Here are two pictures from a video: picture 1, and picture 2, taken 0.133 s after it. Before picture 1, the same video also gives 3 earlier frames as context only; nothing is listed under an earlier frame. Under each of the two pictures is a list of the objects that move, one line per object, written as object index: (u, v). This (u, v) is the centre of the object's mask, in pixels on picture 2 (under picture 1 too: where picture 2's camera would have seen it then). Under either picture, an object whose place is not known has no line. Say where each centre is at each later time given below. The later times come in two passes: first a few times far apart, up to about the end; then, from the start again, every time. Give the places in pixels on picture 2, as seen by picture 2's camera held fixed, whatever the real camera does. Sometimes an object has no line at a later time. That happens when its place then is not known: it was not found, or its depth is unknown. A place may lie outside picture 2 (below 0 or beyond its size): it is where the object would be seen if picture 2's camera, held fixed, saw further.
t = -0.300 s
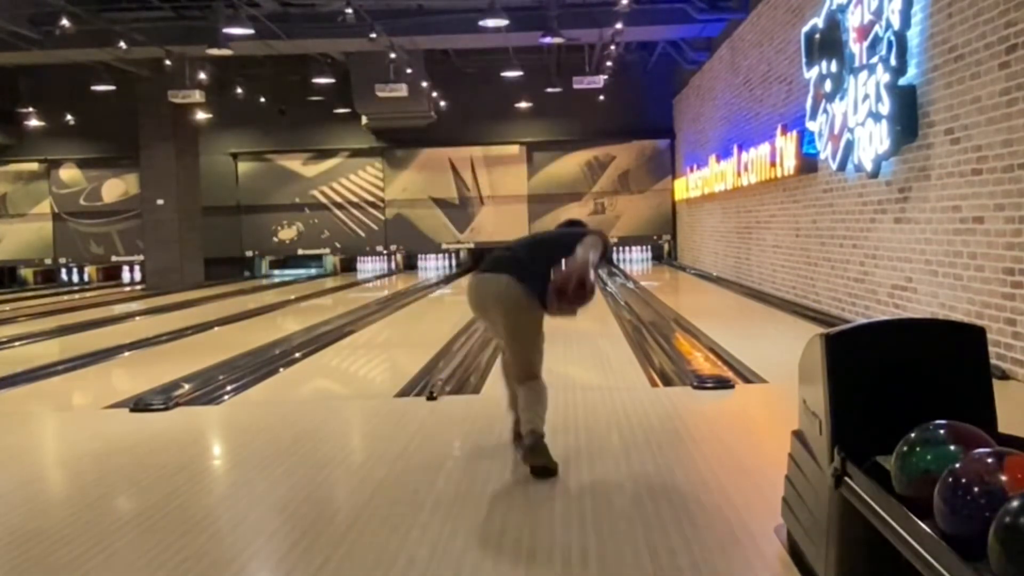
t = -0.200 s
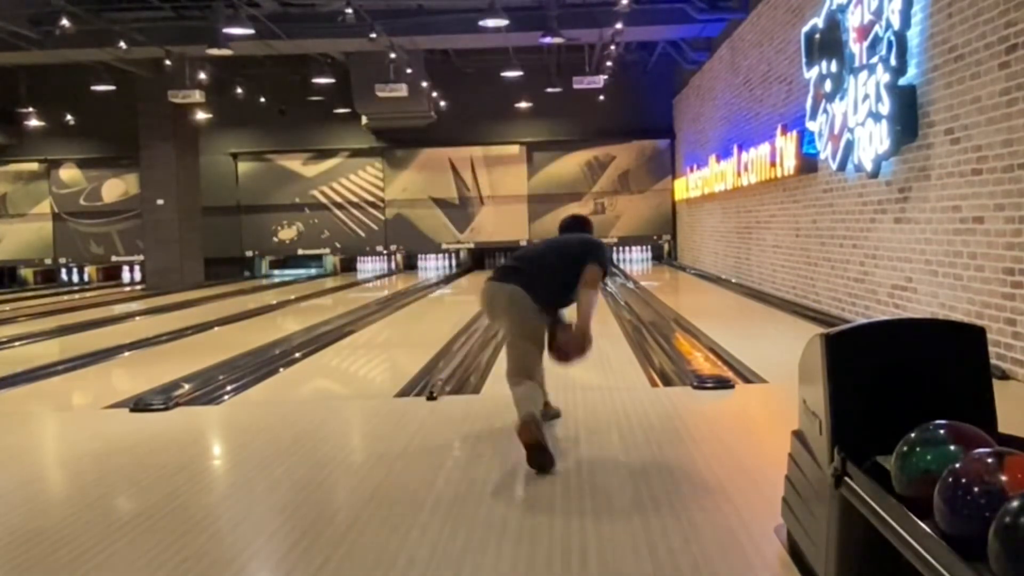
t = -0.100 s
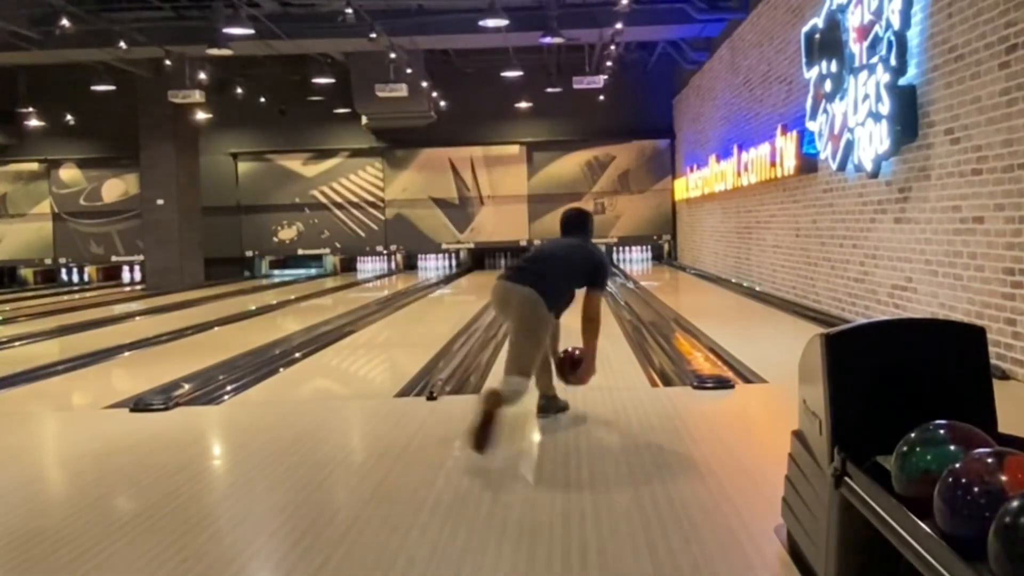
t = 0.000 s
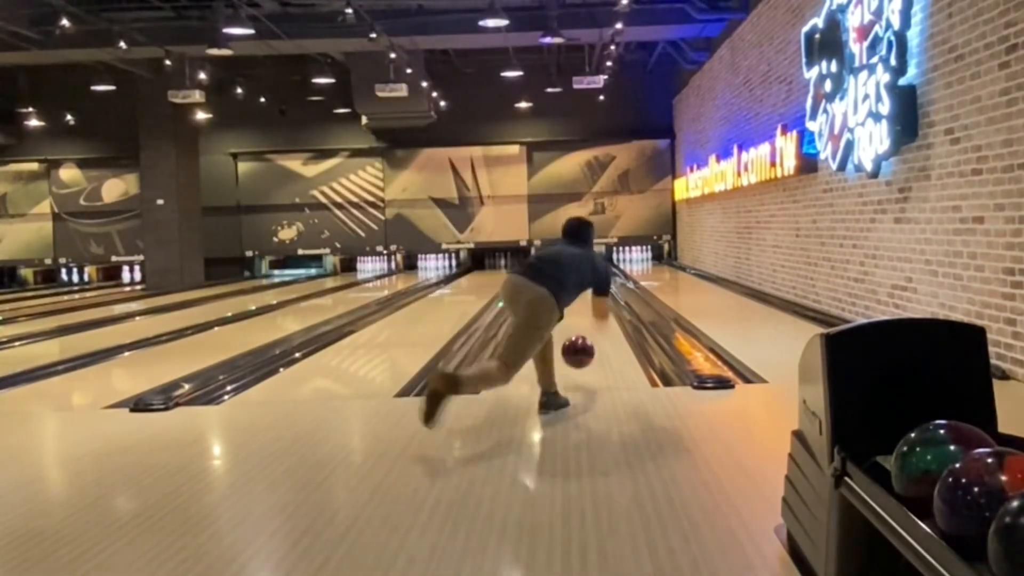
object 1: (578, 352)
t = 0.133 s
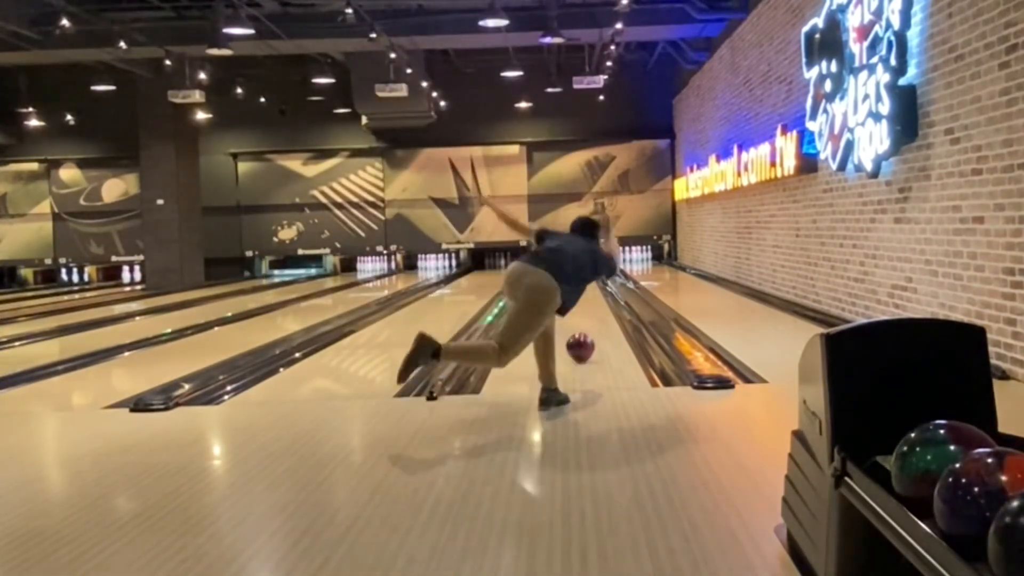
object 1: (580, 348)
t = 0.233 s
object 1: (582, 335)
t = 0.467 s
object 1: (583, 313)
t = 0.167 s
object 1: (581, 343)
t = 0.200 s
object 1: (581, 339)
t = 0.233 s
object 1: (582, 335)
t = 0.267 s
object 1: (582, 331)
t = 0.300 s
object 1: (582, 328)
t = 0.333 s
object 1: (582, 325)
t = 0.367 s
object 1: (583, 322)
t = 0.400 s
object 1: (583, 319)
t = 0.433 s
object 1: (583, 316)
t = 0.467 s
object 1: (583, 313)
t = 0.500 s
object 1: (583, 311)
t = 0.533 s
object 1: (584, 309)
